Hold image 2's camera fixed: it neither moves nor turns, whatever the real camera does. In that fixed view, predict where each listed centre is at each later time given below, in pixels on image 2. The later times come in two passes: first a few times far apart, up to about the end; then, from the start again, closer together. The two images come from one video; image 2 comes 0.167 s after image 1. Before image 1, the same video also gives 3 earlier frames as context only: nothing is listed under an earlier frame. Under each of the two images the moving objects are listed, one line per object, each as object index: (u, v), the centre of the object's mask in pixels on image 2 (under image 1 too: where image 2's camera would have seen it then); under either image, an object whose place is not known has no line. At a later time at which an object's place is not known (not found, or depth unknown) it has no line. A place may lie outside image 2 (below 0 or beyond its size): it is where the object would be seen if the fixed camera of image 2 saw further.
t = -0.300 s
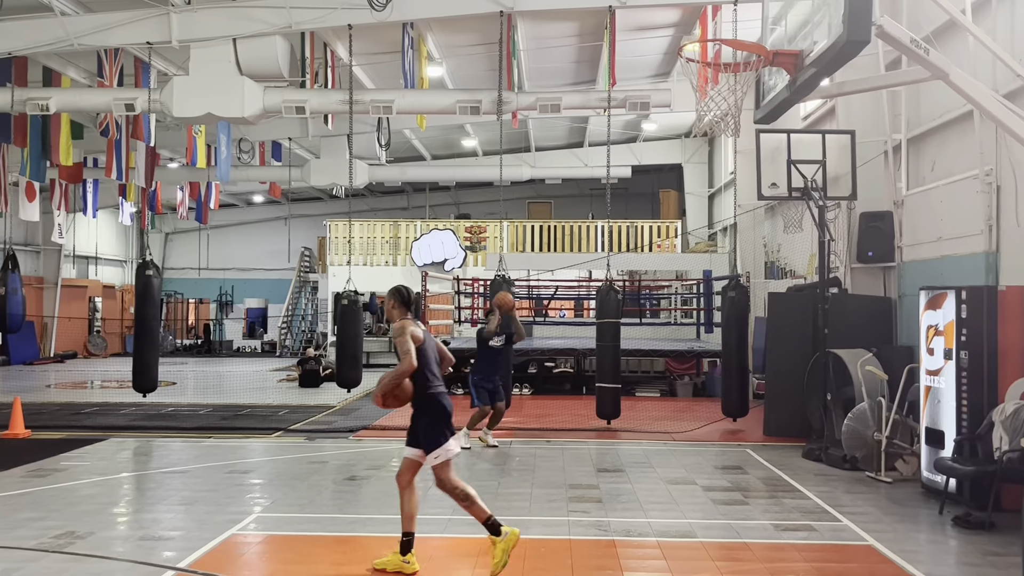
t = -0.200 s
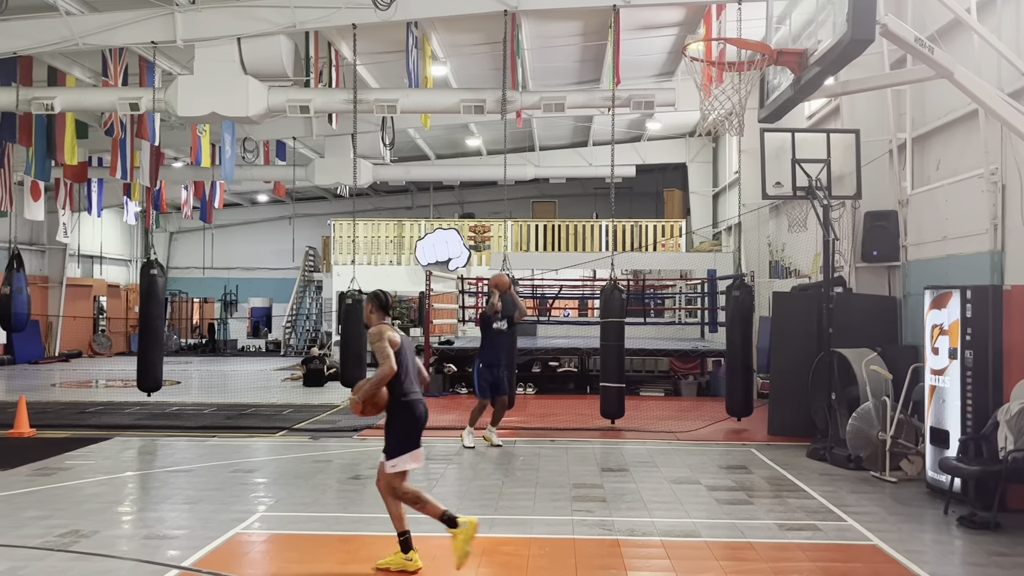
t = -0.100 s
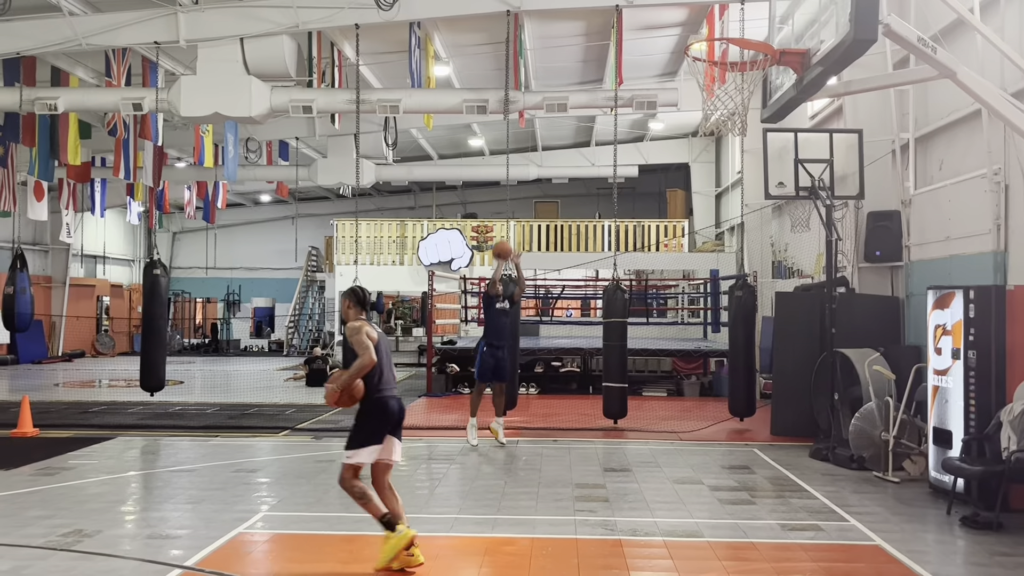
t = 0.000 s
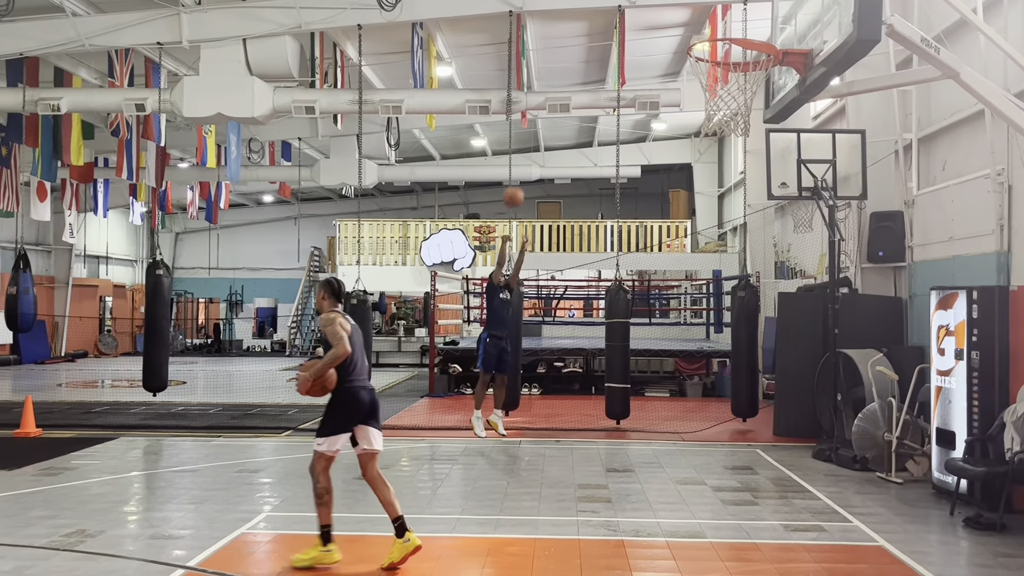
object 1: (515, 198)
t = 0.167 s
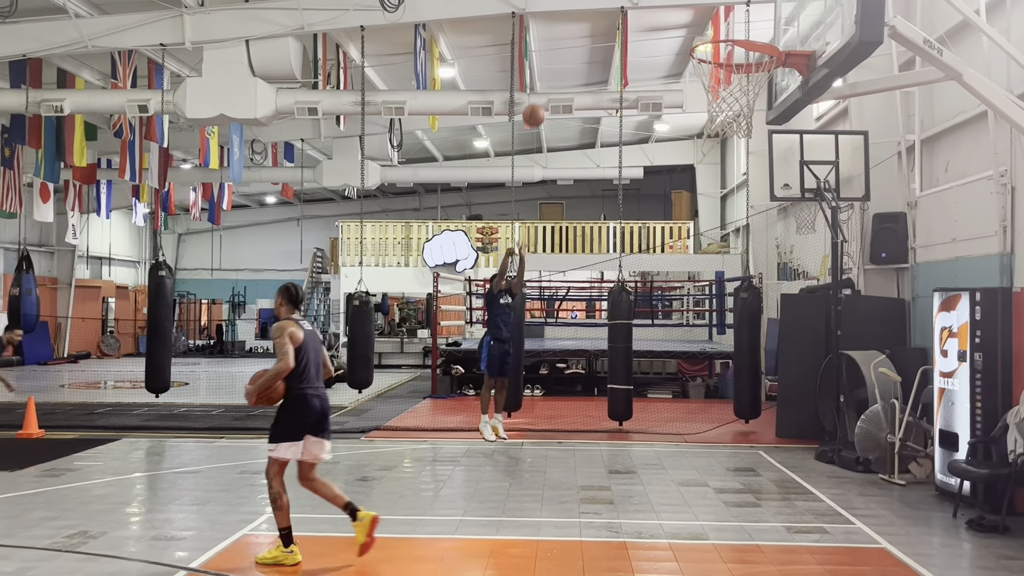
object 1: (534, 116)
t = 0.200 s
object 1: (538, 101)
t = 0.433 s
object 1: (569, 9)
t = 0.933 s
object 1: (670, -8)
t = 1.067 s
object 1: (713, 33)
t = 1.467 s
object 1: (777, 154)
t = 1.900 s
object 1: (833, 541)
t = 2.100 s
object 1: (833, 447)
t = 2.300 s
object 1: (830, 324)
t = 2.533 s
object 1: (827, 273)
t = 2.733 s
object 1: (827, 298)
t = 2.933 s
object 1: (828, 380)
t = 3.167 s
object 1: (833, 541)
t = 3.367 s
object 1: (838, 425)
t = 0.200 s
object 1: (538, 101)
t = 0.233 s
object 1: (542, 85)
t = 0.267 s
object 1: (546, 71)
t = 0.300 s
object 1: (550, 57)
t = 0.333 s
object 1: (554, 44)
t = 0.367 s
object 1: (559, 32)
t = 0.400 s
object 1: (564, 20)
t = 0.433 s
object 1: (569, 9)
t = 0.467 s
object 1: (574, 3)
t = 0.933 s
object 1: (670, -8)
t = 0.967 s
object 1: (680, -3)
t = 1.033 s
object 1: (703, 15)
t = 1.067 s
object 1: (713, 33)
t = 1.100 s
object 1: (726, 60)
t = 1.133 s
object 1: (737, 74)
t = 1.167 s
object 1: (744, 74)
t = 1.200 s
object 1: (751, 85)
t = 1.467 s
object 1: (777, 154)
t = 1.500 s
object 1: (780, 173)
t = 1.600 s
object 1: (790, 241)
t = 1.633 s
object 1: (794, 267)
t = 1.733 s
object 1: (806, 356)
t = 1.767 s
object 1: (811, 390)
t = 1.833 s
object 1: (825, 459)
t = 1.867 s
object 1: (828, 499)
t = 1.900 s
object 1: (833, 541)
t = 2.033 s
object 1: (837, 507)
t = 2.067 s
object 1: (835, 476)
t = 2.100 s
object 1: (833, 447)
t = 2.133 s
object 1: (831, 422)
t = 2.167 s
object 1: (831, 398)
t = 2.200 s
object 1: (830, 376)
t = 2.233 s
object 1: (830, 357)
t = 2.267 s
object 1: (829, 339)
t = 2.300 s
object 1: (830, 324)
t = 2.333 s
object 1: (830, 311)
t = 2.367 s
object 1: (829, 301)
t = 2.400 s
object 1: (828, 291)
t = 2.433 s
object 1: (828, 284)
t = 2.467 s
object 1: (827, 278)
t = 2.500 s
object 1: (827, 275)
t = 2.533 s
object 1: (827, 273)
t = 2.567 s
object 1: (826, 273)
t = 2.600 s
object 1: (826, 275)
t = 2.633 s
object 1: (825, 277)
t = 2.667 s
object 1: (827, 283)
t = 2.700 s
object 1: (827, 290)
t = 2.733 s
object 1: (827, 298)
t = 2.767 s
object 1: (827, 308)
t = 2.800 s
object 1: (828, 319)
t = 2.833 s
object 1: (828, 332)
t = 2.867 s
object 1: (827, 346)
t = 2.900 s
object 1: (827, 363)
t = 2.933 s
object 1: (828, 380)
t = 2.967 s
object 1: (829, 399)
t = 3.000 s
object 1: (829, 419)
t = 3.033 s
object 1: (829, 441)
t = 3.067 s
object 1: (829, 463)
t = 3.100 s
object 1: (831, 488)
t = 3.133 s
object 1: (833, 515)
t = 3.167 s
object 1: (833, 541)
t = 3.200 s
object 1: (834, 519)
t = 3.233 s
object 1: (834, 496)
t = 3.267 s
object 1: (835, 476)
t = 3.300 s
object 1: (837, 457)
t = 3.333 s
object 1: (837, 440)
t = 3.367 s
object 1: (838, 425)
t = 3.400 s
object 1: (840, 412)
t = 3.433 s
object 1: (840, 400)
